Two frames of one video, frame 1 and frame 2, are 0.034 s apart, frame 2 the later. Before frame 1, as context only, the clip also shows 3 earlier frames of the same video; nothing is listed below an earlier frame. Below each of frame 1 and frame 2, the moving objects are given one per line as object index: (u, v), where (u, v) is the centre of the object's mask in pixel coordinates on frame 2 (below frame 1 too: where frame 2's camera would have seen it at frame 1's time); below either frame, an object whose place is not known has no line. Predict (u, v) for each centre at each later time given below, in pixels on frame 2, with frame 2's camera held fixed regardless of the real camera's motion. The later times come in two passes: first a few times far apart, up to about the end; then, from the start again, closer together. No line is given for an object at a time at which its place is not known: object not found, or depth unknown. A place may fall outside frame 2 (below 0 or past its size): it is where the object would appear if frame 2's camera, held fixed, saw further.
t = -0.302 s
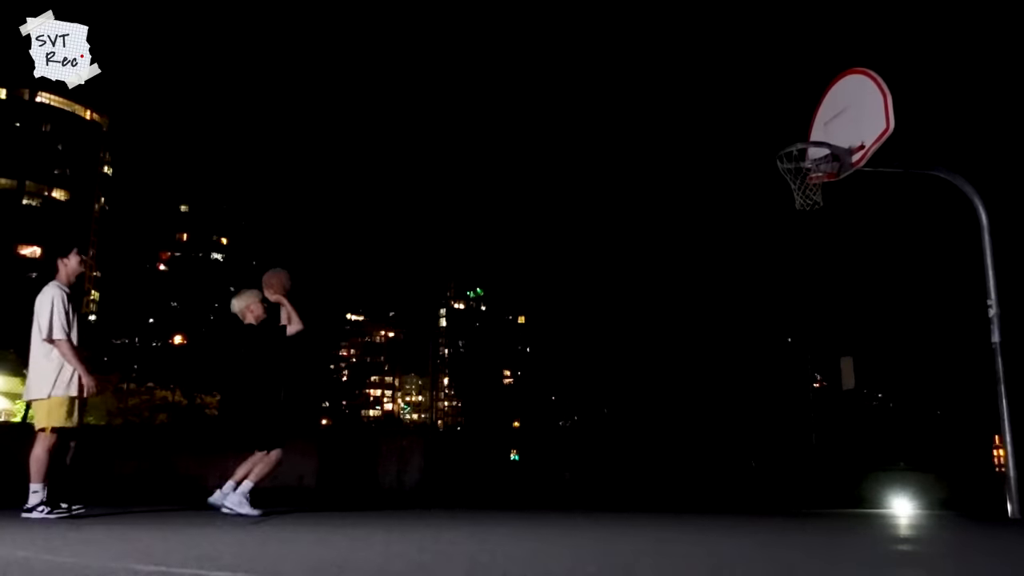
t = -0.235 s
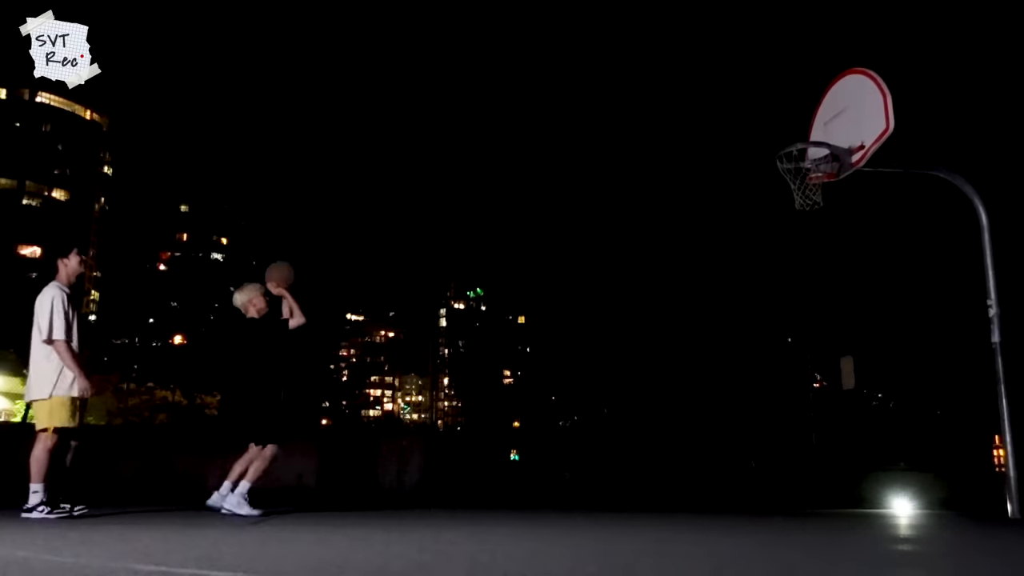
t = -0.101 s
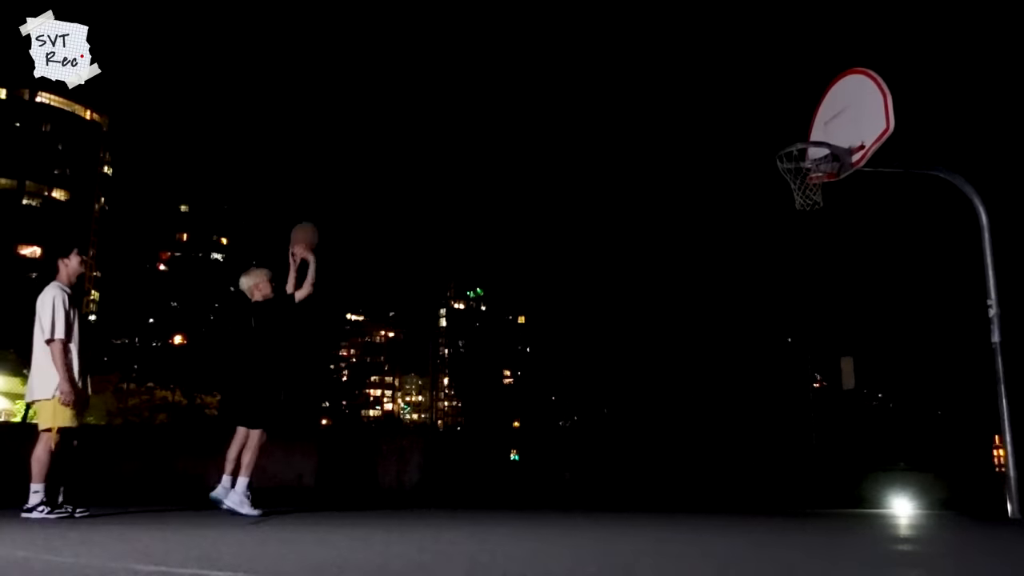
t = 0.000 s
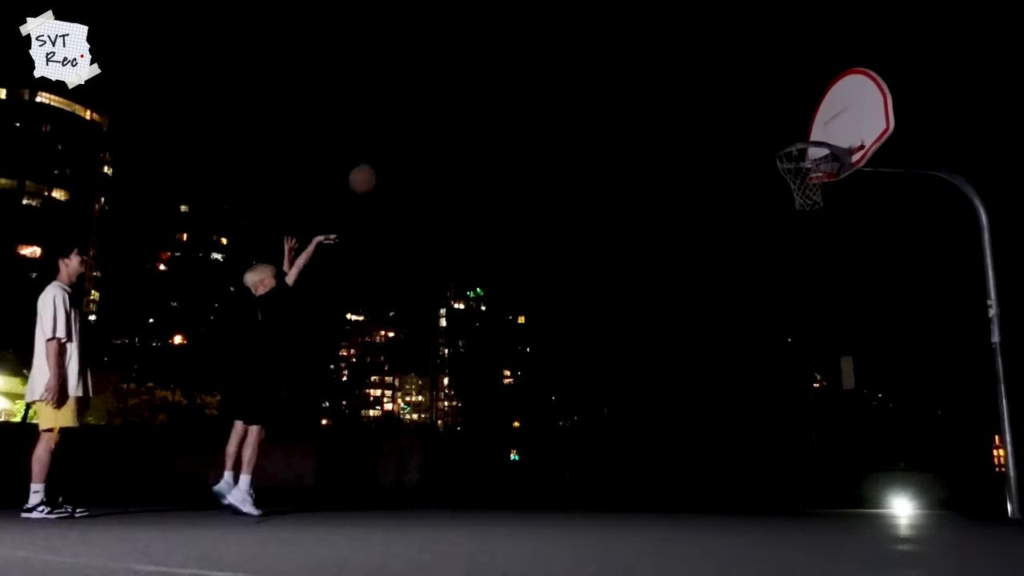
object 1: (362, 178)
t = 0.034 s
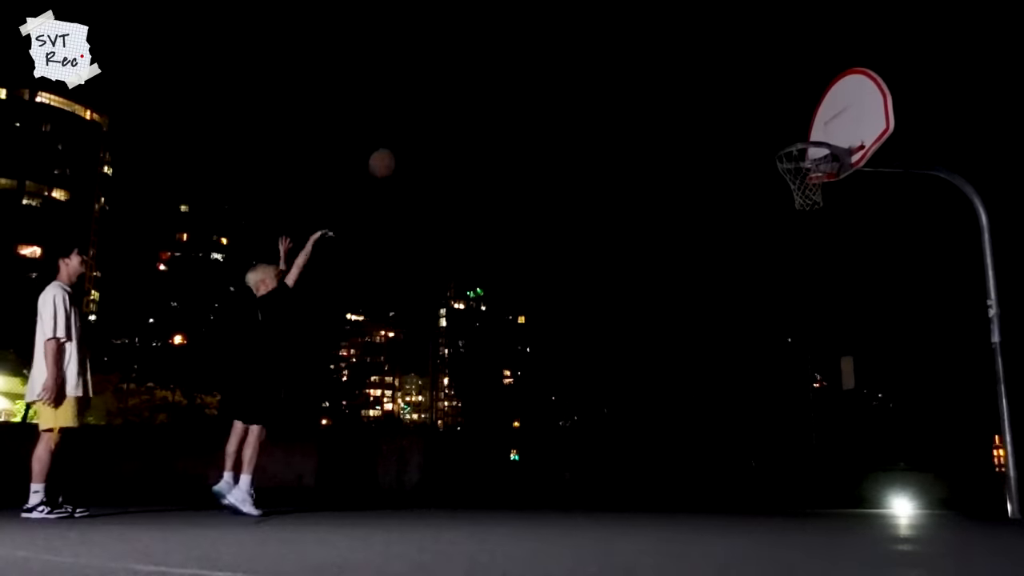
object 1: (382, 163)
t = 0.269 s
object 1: (509, 90)
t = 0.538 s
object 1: (641, 85)
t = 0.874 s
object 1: (730, 146)
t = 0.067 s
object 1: (401, 148)
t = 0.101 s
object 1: (419, 135)
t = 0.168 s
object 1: (456, 113)
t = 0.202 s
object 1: (474, 104)
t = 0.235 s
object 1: (491, 97)
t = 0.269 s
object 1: (509, 90)
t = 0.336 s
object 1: (543, 82)
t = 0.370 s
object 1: (560, 79)
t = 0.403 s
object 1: (577, 78)
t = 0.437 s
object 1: (594, 78)
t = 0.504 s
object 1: (625, 81)
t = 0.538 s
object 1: (641, 85)
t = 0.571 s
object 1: (657, 90)
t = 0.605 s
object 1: (672, 95)
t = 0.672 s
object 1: (704, 111)
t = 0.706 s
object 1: (720, 120)
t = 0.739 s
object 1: (736, 130)
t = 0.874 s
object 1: (730, 146)
